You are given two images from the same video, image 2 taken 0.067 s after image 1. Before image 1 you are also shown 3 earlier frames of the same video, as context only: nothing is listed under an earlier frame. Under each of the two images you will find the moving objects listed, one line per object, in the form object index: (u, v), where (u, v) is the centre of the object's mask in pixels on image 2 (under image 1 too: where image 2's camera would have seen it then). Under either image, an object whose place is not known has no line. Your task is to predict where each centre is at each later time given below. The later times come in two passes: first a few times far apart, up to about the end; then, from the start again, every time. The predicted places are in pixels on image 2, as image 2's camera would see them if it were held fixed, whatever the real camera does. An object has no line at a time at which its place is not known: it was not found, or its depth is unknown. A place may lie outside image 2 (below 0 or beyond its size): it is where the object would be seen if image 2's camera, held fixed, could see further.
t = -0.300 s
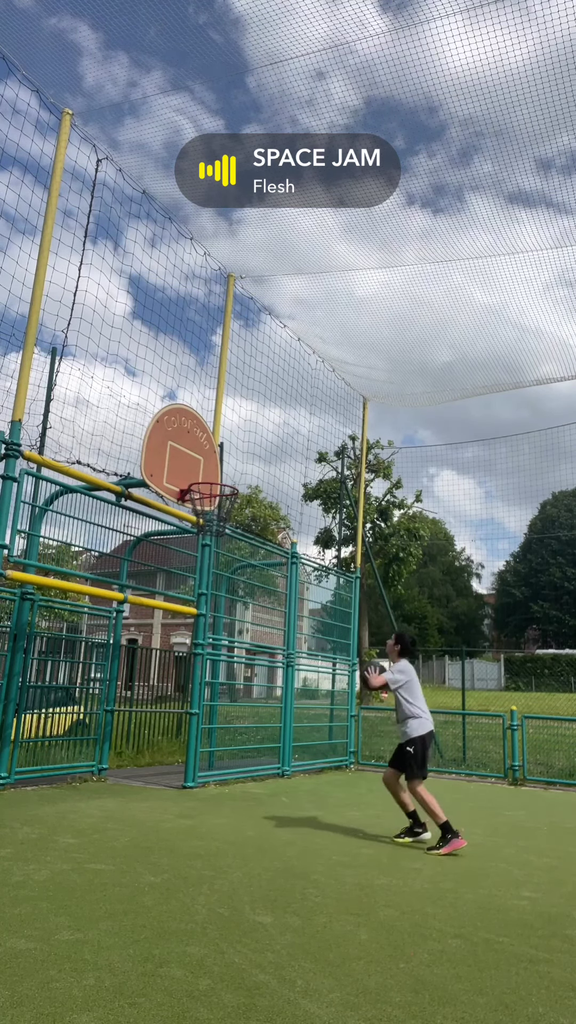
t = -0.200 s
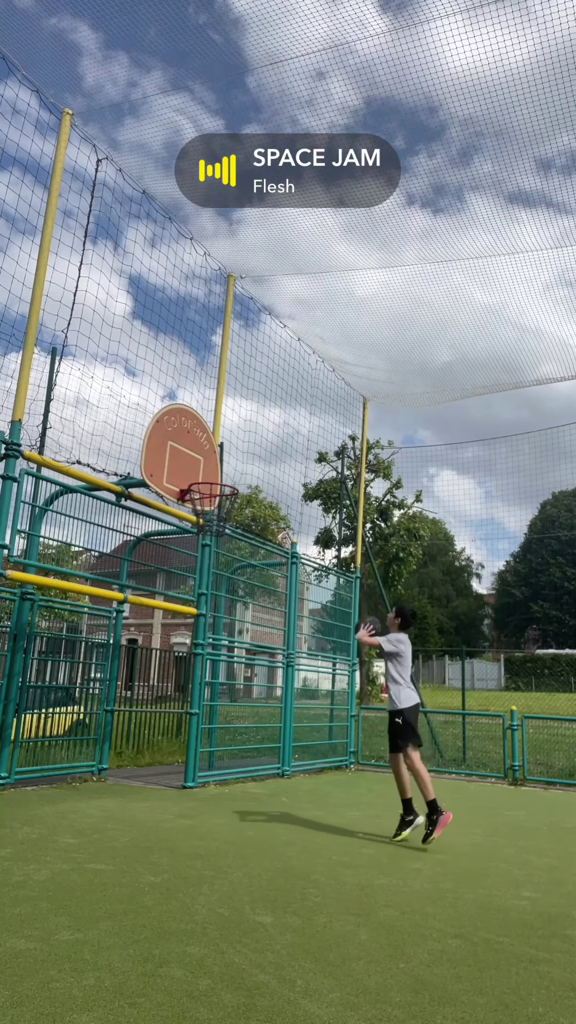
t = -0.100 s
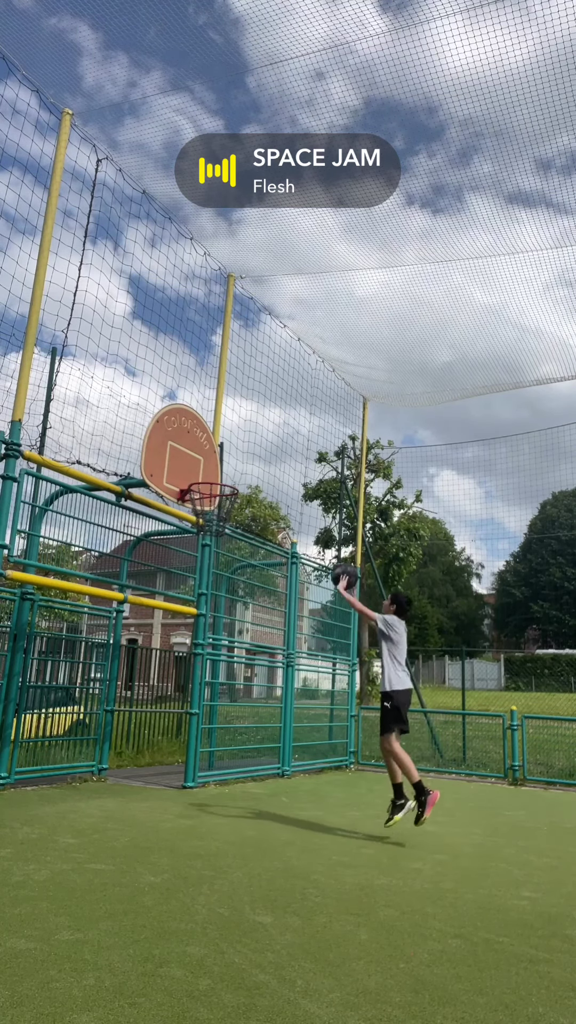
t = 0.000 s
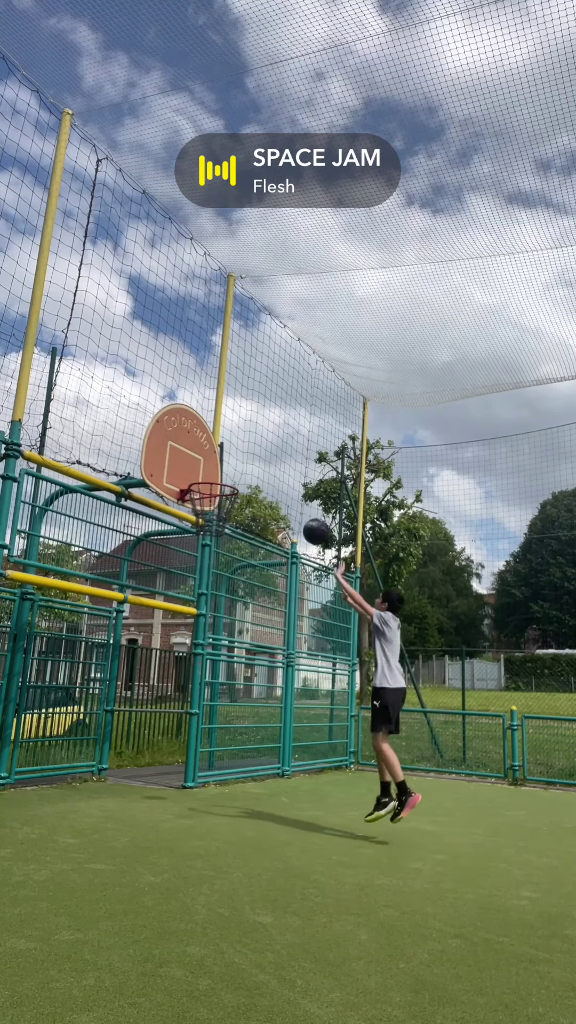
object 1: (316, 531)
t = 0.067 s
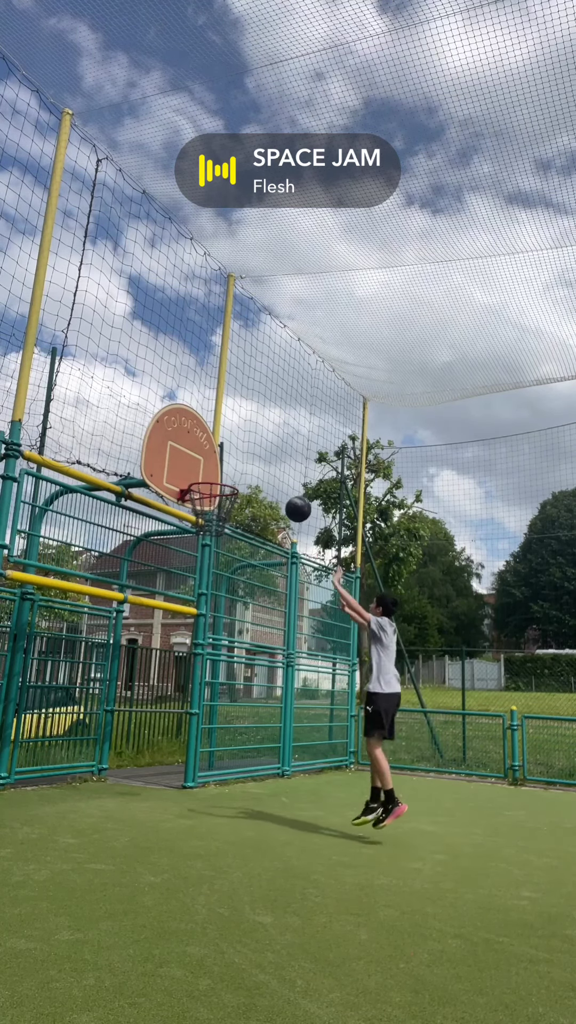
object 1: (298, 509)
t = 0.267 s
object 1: (247, 474)
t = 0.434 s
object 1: (206, 476)
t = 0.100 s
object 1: (289, 500)
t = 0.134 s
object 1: (281, 492)
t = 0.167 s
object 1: (272, 486)
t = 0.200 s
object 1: (264, 481)
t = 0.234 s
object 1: (255, 477)
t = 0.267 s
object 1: (247, 474)
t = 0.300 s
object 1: (239, 472)
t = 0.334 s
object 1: (231, 472)
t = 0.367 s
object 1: (222, 472)
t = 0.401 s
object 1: (214, 473)
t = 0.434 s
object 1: (206, 476)
